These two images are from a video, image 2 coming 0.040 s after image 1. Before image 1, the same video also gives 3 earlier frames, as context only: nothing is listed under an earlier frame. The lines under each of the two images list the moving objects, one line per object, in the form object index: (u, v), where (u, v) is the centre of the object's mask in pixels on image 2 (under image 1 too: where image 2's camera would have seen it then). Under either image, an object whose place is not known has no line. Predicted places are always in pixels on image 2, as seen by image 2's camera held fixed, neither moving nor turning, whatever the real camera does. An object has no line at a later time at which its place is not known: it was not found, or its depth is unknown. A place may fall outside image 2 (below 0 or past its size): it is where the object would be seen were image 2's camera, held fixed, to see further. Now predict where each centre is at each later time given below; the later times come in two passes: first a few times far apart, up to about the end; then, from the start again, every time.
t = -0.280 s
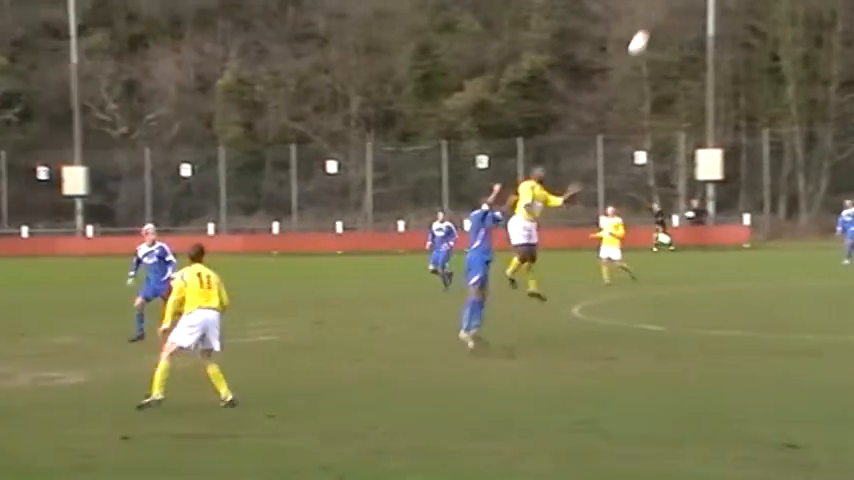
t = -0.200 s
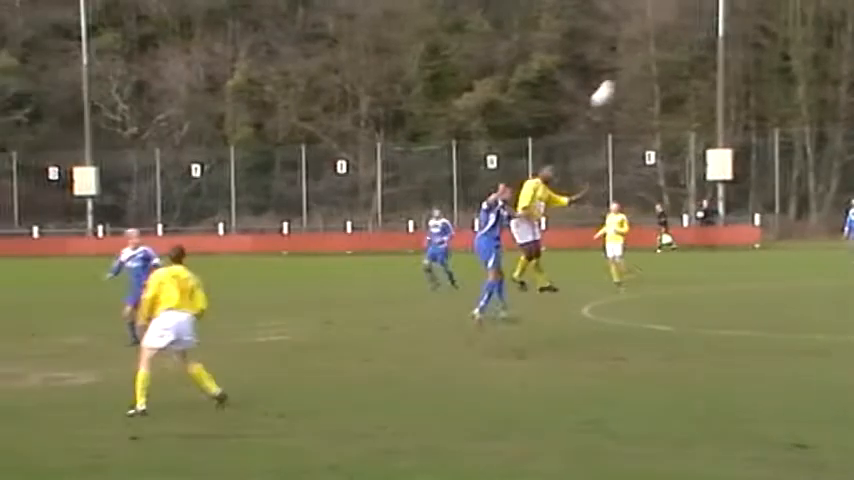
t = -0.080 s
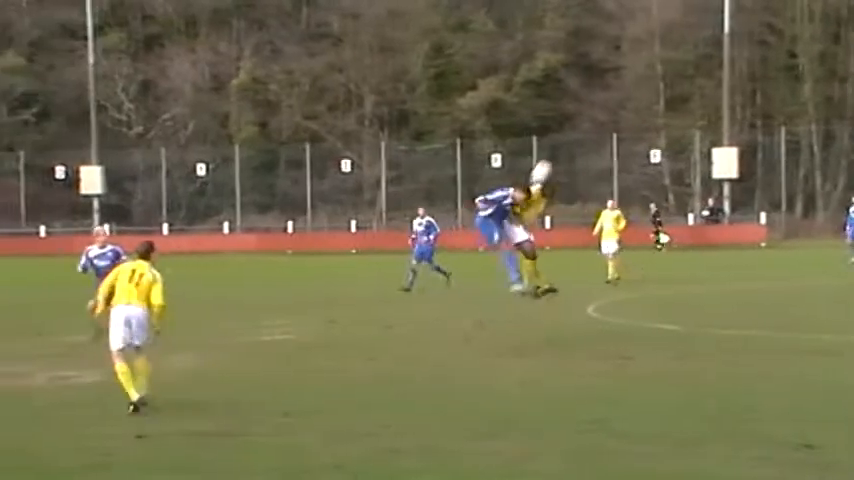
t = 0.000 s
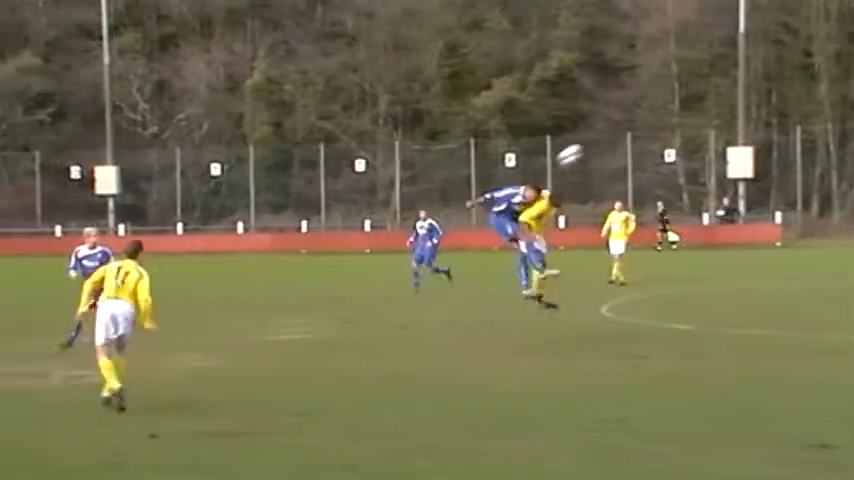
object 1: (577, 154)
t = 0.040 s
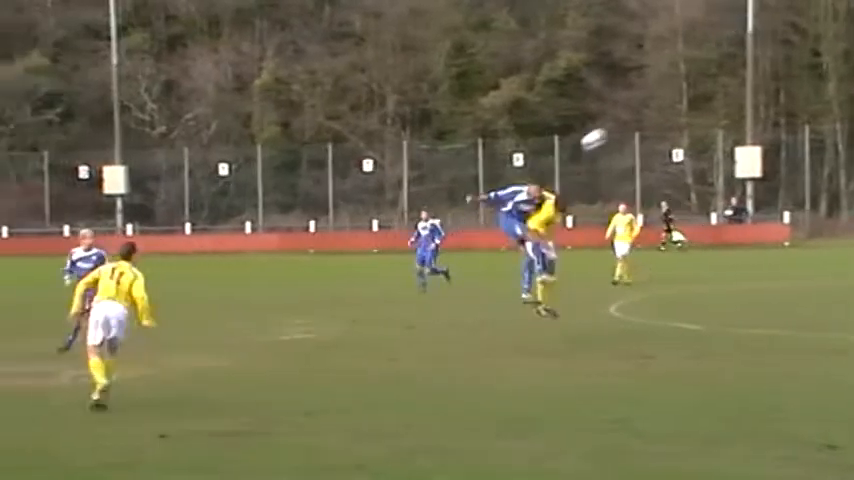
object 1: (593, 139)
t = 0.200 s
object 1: (659, 89)
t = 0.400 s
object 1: (738, 56)
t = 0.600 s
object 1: (825, 51)
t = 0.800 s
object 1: (907, 78)
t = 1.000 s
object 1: (990, 135)
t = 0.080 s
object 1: (610, 124)
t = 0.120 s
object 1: (626, 111)
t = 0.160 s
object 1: (643, 100)
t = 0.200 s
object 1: (659, 89)
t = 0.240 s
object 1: (676, 79)
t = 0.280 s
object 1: (692, 71)
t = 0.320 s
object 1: (708, 65)
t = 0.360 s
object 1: (721, 60)
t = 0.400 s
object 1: (738, 56)
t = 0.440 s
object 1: (754, 51)
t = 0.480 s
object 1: (771, 49)
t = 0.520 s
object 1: (792, 49)
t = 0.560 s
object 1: (808, 50)
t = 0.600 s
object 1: (825, 51)
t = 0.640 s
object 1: (841, 53)
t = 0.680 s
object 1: (859, 58)
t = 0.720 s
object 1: (875, 64)
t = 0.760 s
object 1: (893, 70)
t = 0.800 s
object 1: (907, 78)
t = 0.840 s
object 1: (924, 86)
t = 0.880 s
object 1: (941, 97)
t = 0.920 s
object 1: (958, 108)
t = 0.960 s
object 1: (974, 121)
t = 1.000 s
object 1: (990, 135)
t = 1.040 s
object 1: (1007, 149)
